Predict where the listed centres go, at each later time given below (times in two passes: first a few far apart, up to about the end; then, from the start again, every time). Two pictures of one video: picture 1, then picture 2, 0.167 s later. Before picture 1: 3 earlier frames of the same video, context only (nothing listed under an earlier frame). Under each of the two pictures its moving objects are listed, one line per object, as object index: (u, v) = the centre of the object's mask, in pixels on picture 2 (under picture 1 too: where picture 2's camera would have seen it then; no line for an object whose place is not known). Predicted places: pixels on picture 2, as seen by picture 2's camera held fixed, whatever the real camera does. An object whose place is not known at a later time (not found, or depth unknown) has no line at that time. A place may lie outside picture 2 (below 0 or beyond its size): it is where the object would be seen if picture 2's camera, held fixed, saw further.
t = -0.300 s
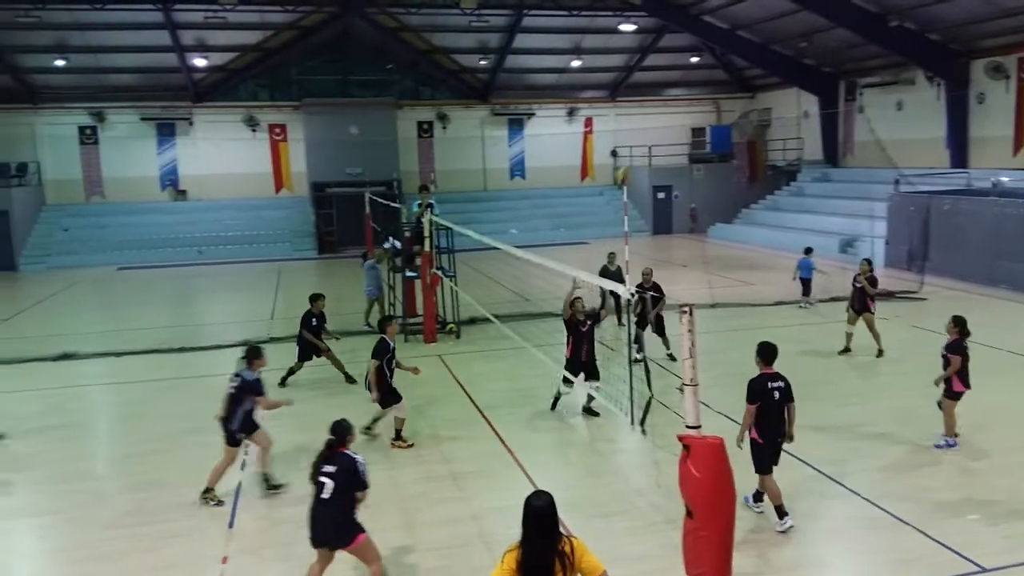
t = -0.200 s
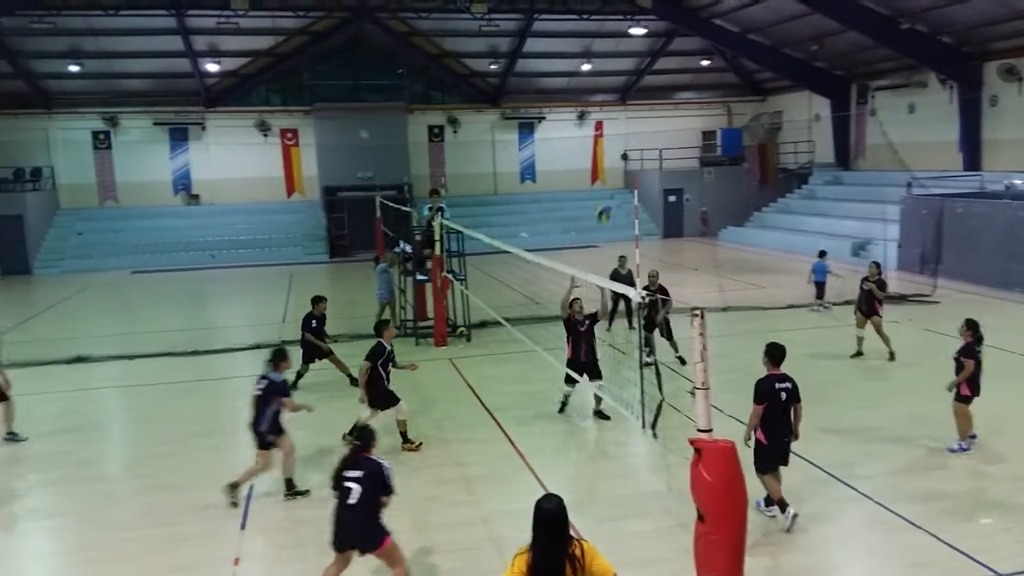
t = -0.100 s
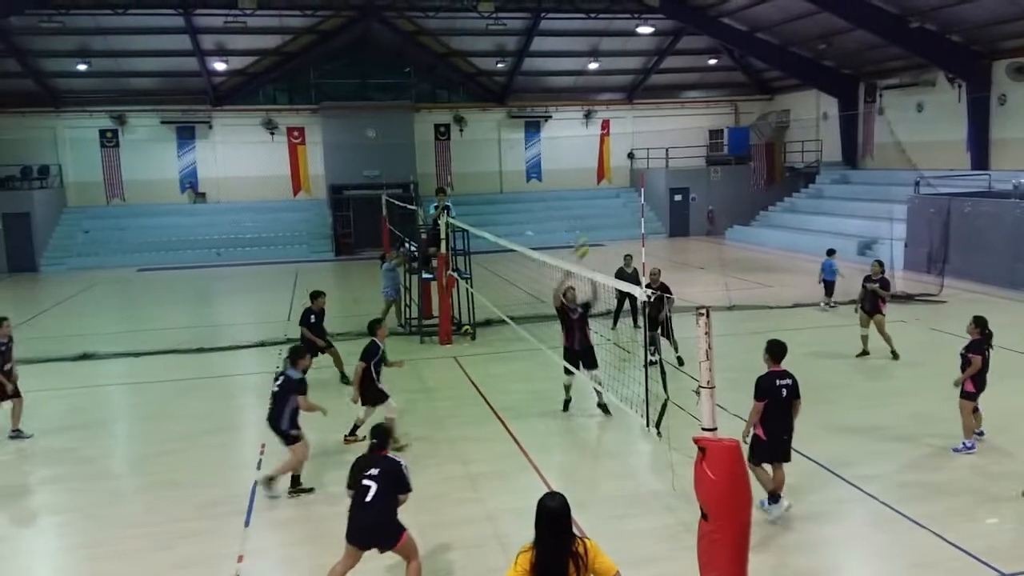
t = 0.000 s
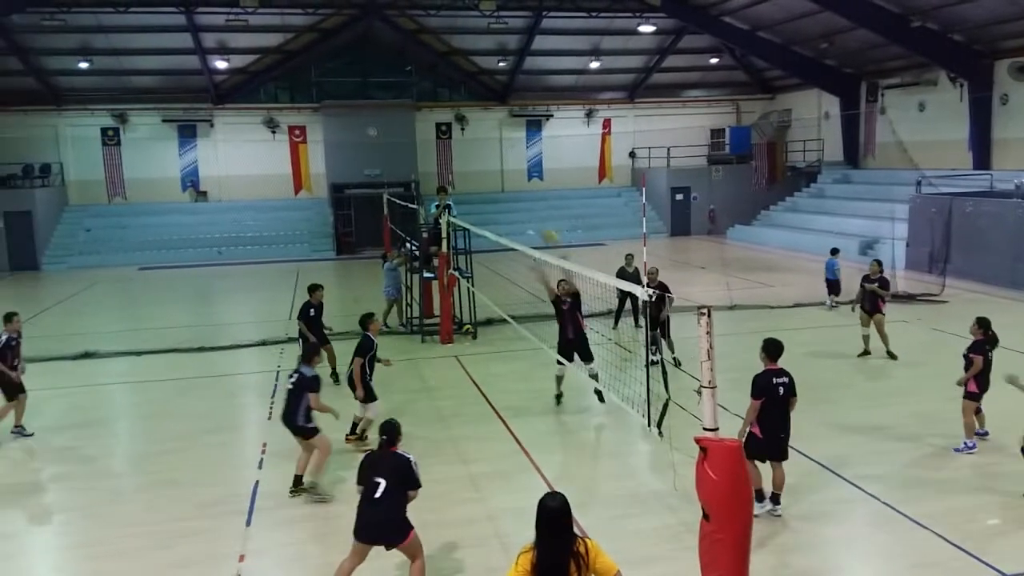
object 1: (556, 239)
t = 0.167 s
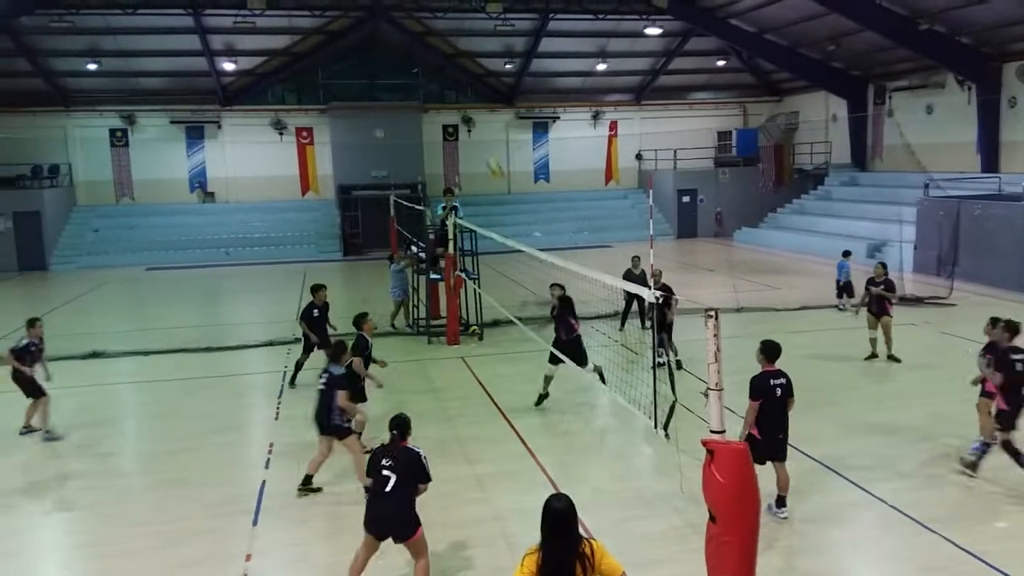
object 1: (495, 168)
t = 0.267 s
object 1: (457, 135)
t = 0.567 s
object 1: (356, 86)
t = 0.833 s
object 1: (272, 95)
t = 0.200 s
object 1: (483, 160)
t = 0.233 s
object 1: (471, 148)
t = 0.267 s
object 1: (457, 135)
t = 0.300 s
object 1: (446, 125)
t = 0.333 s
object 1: (434, 119)
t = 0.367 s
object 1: (424, 111)
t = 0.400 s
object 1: (411, 103)
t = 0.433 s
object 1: (401, 98)
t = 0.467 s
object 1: (390, 95)
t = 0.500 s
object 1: (378, 91)
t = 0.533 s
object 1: (366, 87)
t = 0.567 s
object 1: (356, 86)
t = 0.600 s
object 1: (345, 85)
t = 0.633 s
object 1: (335, 84)
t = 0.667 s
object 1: (324, 85)
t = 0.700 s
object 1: (314, 85)
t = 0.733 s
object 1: (303, 86)
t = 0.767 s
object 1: (292, 89)
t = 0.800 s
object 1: (282, 92)
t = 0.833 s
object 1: (272, 95)
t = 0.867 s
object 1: (263, 101)
